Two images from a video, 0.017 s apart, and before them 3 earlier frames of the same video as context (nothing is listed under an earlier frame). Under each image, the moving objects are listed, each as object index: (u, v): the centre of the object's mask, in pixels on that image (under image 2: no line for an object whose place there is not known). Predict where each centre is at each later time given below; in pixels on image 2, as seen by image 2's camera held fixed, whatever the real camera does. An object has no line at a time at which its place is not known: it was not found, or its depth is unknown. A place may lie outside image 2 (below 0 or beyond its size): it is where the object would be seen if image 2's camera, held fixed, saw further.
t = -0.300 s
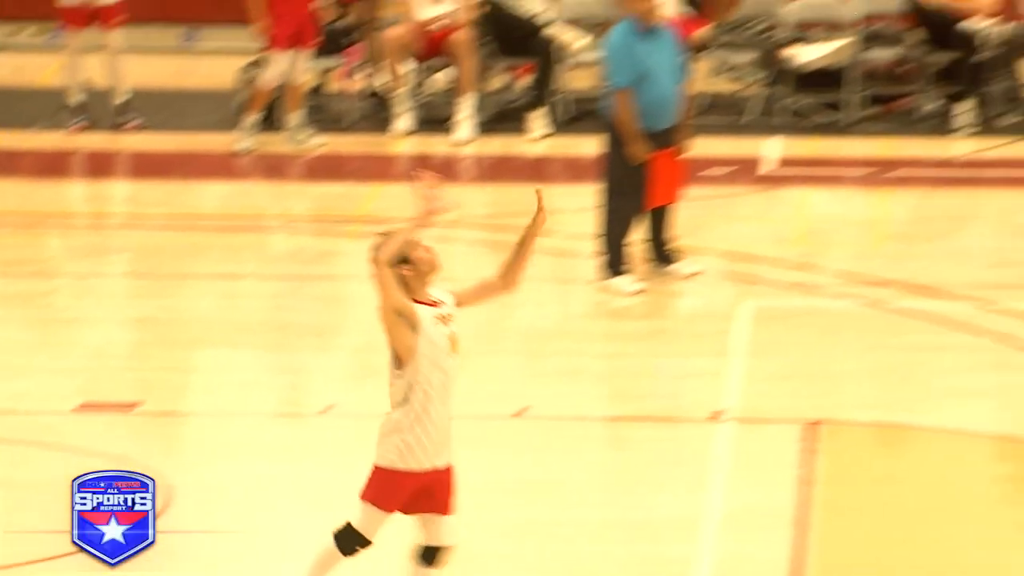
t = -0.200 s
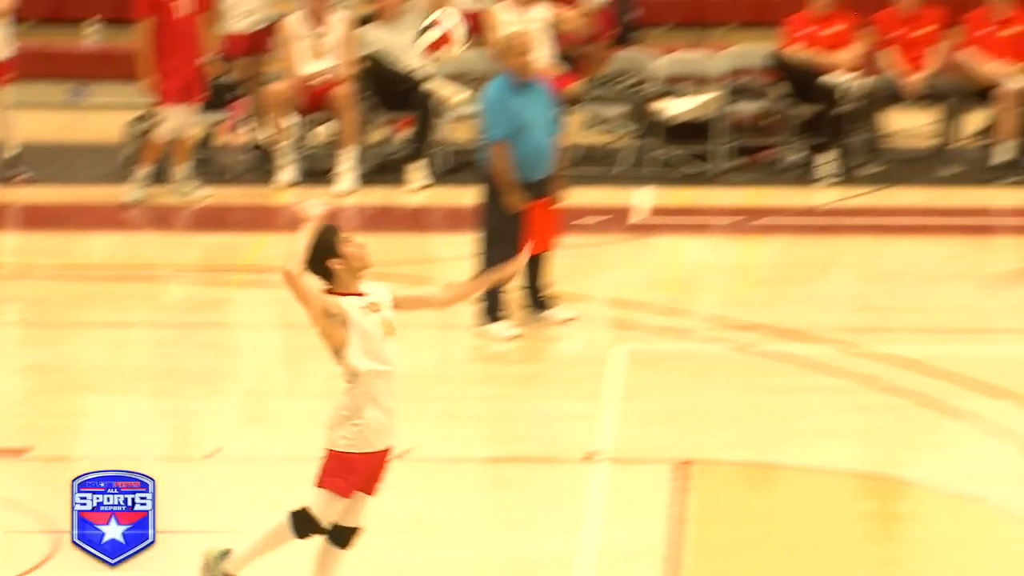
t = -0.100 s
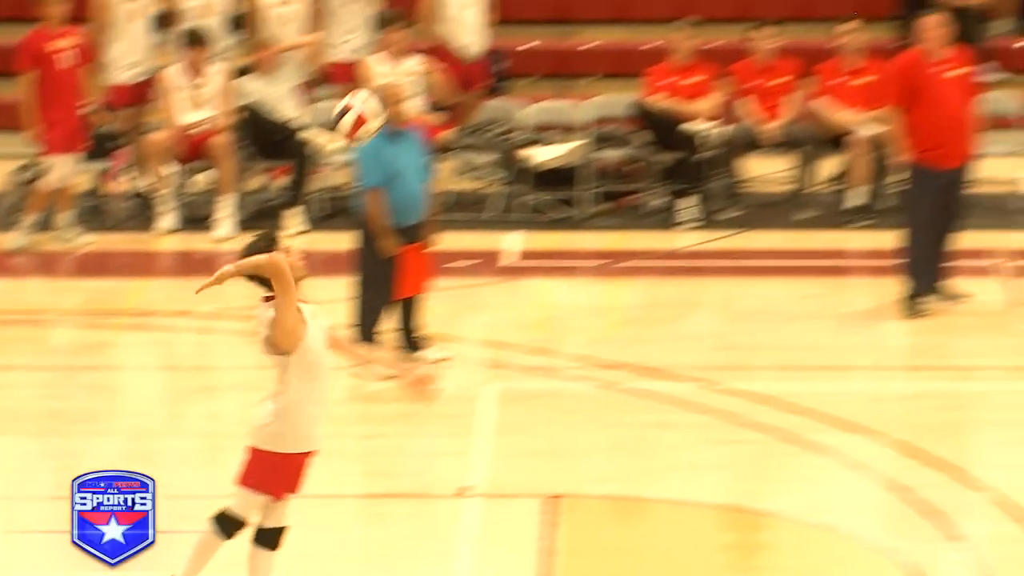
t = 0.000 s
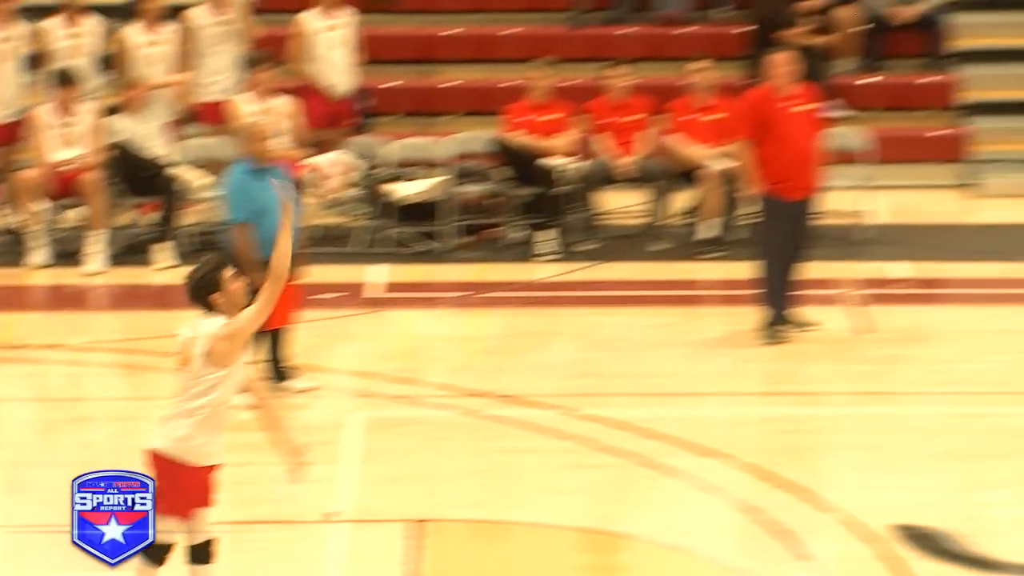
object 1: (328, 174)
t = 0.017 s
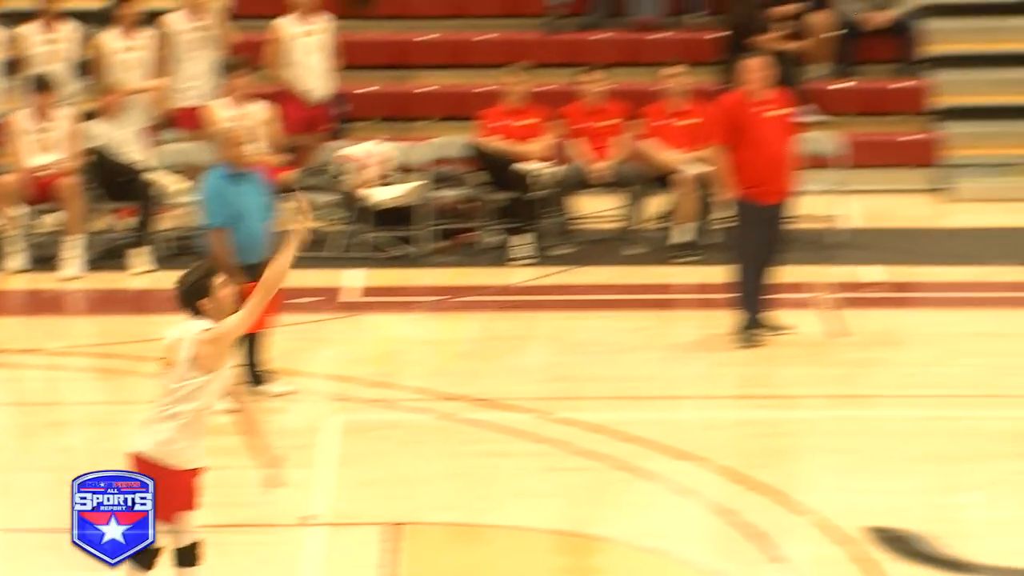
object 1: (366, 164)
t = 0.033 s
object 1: (431, 146)
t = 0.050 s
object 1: (487, 133)
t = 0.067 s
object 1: (545, 118)
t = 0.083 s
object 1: (602, 106)
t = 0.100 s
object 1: (661, 92)
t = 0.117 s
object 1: (719, 76)
